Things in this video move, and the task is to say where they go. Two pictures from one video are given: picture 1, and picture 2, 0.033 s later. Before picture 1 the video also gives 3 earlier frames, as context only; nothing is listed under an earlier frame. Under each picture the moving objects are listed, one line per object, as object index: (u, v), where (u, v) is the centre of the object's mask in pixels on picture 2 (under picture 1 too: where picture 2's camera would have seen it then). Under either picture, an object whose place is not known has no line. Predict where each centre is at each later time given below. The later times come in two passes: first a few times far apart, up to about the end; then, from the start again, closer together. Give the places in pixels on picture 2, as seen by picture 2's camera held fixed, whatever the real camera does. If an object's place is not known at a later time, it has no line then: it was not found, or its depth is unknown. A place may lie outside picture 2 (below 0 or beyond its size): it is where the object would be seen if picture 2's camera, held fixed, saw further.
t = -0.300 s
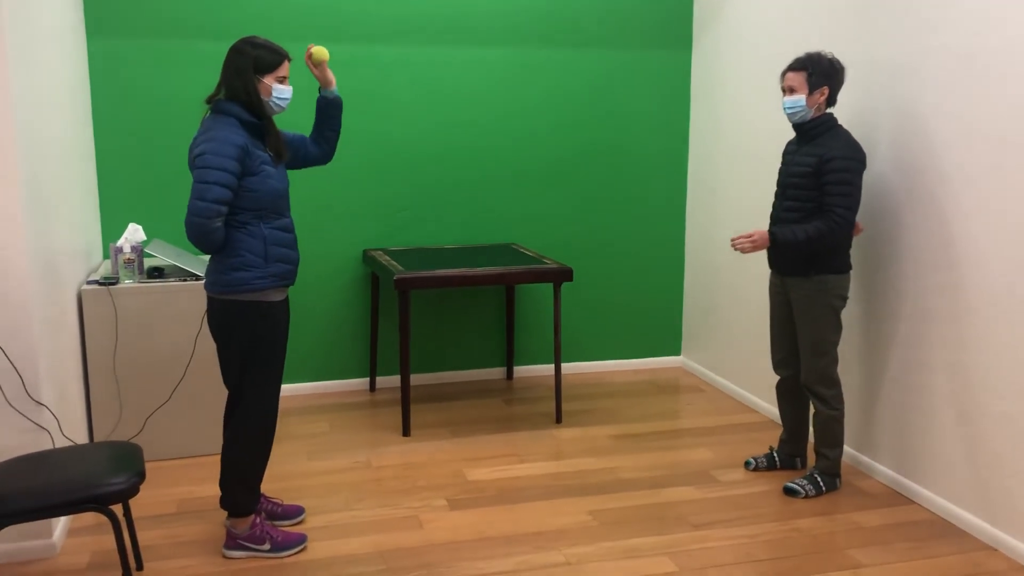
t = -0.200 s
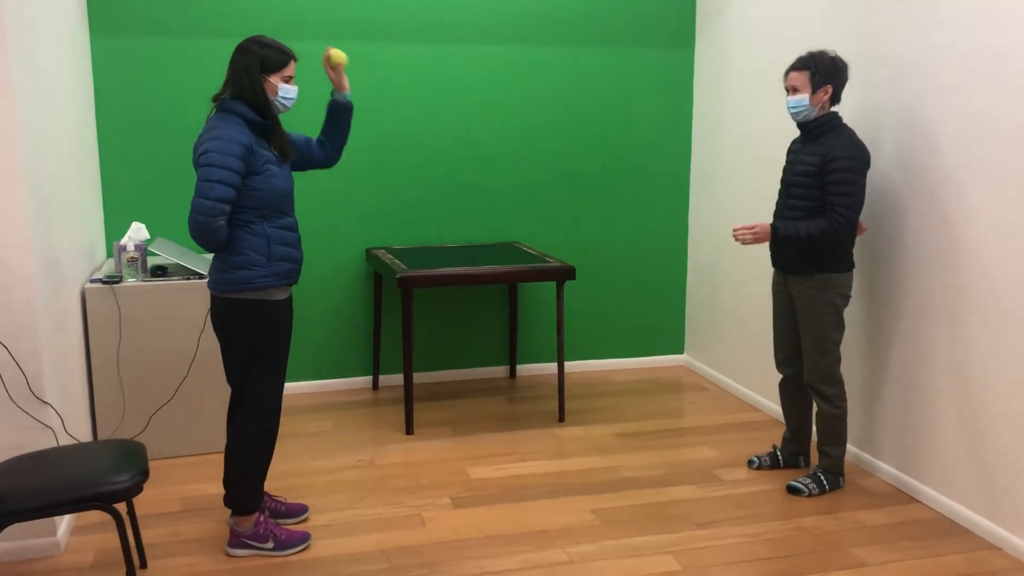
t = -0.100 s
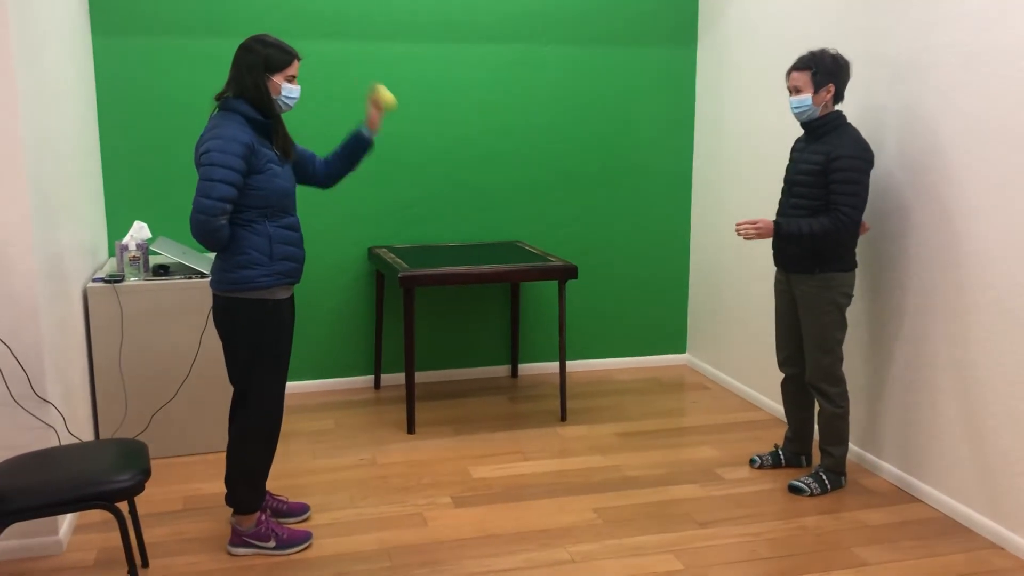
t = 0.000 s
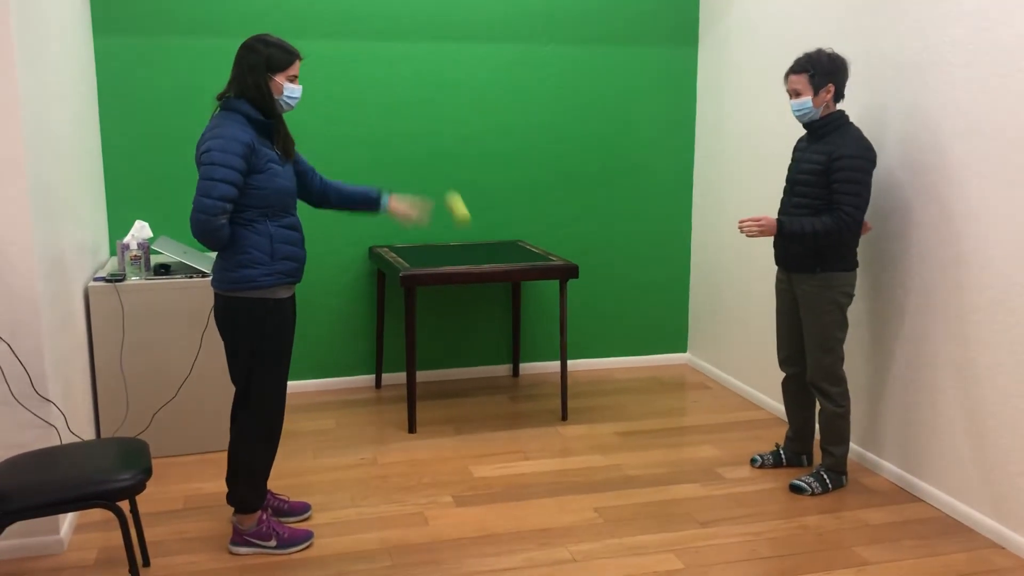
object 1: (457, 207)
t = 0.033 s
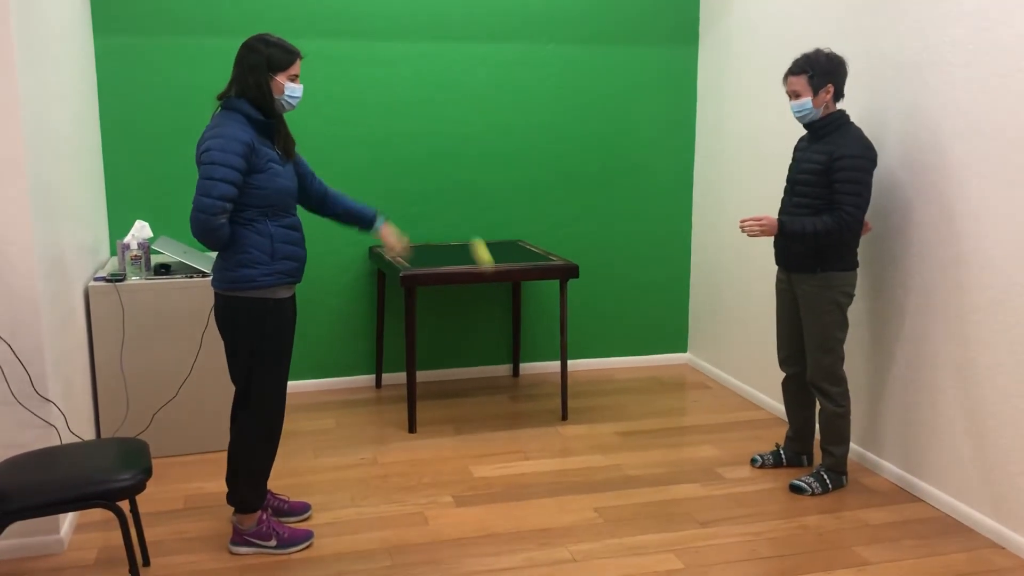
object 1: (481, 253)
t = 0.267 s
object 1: (604, 397)
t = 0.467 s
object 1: (657, 257)
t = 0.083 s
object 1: (515, 326)
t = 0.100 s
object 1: (526, 349)
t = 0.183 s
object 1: (580, 482)
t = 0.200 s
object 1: (587, 467)
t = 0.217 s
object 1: (590, 453)
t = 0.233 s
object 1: (595, 429)
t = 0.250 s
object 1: (600, 413)
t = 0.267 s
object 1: (604, 397)
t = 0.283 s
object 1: (607, 382)
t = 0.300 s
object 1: (611, 367)
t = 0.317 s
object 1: (617, 353)
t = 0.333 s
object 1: (621, 340)
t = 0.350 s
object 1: (626, 328)
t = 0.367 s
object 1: (630, 316)
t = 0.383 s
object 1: (635, 305)
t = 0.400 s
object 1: (639, 294)
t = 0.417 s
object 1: (644, 284)
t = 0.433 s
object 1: (649, 274)
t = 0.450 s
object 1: (653, 265)
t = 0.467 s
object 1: (657, 257)
